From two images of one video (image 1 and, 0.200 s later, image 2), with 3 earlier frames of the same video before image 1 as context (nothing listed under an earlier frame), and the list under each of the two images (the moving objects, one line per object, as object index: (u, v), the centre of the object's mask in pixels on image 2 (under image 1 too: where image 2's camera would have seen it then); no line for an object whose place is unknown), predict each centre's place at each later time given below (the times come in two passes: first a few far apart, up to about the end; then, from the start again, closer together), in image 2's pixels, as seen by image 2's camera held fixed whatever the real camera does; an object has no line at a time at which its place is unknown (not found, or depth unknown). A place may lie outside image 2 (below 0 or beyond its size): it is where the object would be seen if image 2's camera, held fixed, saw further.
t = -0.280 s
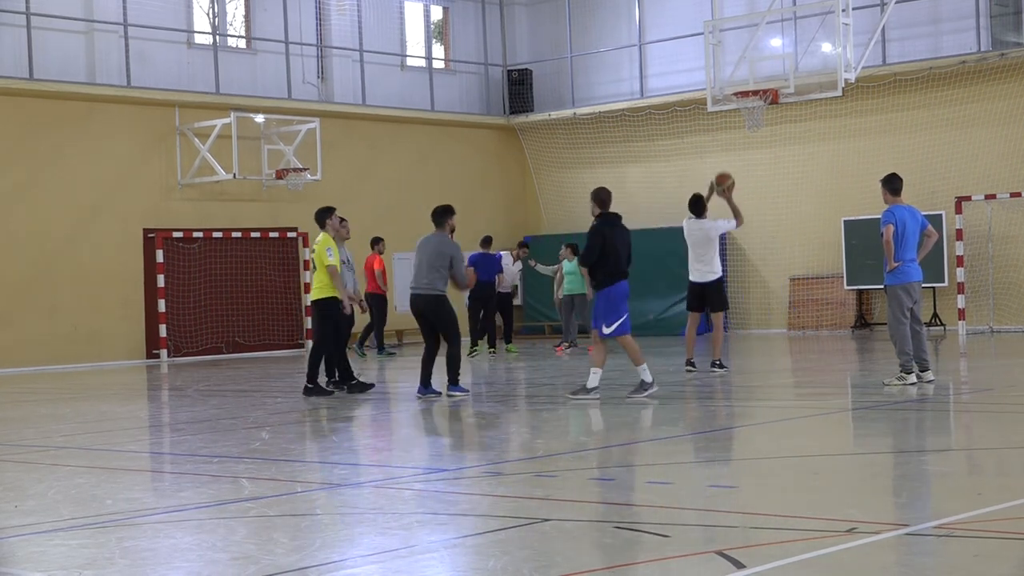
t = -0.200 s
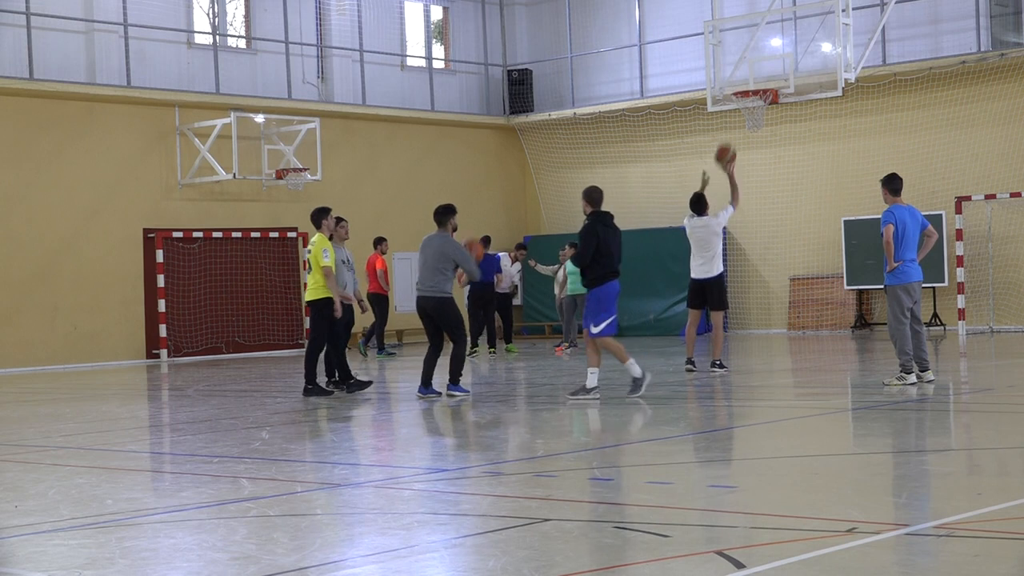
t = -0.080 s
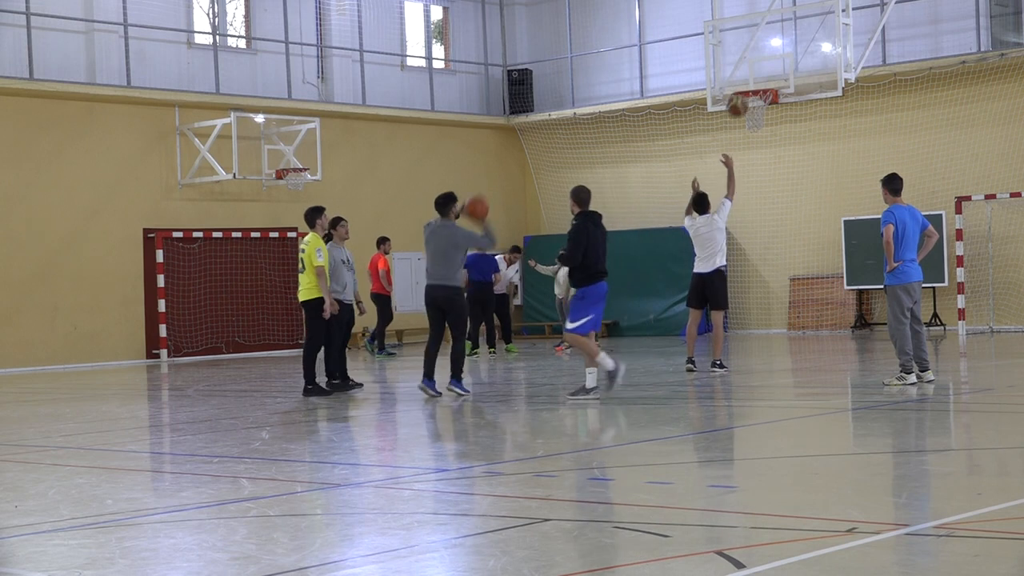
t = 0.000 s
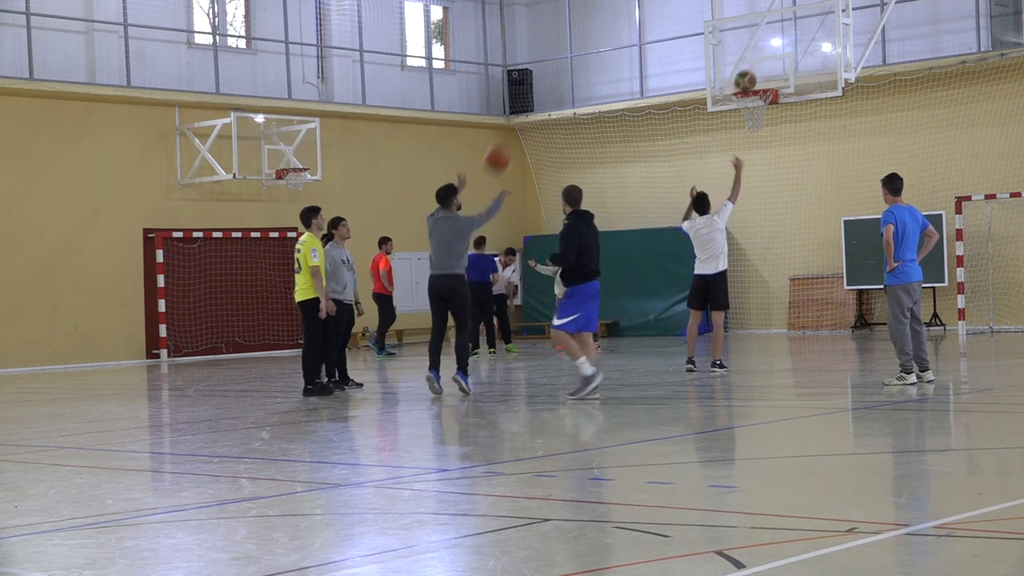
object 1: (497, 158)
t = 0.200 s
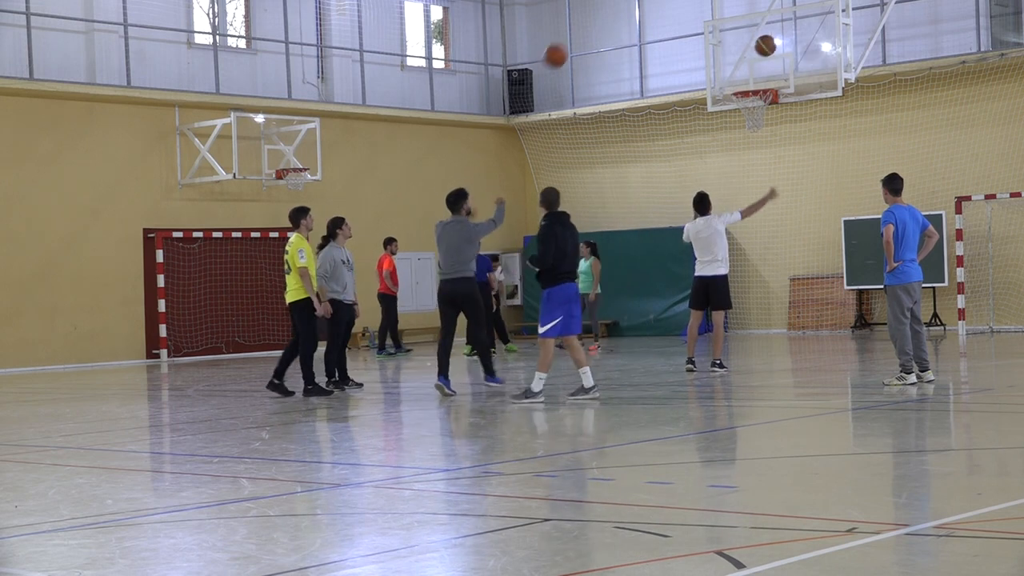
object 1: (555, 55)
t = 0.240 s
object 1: (567, 39)
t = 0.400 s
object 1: (611, 4)
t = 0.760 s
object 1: (702, 4)
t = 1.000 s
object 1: (759, 60)
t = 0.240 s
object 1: (567, 39)
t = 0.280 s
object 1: (578, 27)
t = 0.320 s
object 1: (589, 16)
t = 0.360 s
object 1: (600, 8)
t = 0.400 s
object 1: (611, 4)
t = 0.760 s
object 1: (702, 4)
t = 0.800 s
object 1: (712, 7)
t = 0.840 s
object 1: (722, 14)
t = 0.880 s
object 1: (731, 24)
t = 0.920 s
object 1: (741, 35)
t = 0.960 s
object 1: (750, 47)
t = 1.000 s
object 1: (759, 60)
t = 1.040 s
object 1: (768, 75)
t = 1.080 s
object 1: (765, 76)
